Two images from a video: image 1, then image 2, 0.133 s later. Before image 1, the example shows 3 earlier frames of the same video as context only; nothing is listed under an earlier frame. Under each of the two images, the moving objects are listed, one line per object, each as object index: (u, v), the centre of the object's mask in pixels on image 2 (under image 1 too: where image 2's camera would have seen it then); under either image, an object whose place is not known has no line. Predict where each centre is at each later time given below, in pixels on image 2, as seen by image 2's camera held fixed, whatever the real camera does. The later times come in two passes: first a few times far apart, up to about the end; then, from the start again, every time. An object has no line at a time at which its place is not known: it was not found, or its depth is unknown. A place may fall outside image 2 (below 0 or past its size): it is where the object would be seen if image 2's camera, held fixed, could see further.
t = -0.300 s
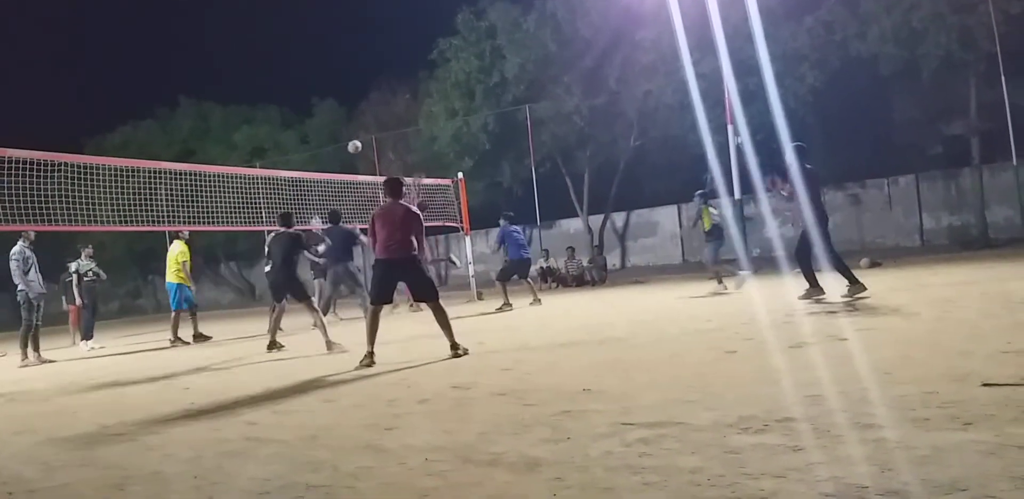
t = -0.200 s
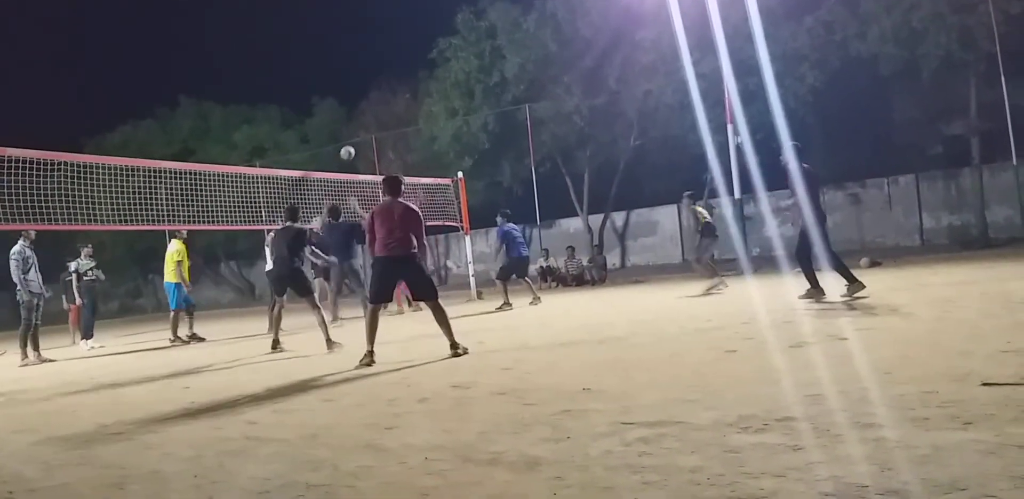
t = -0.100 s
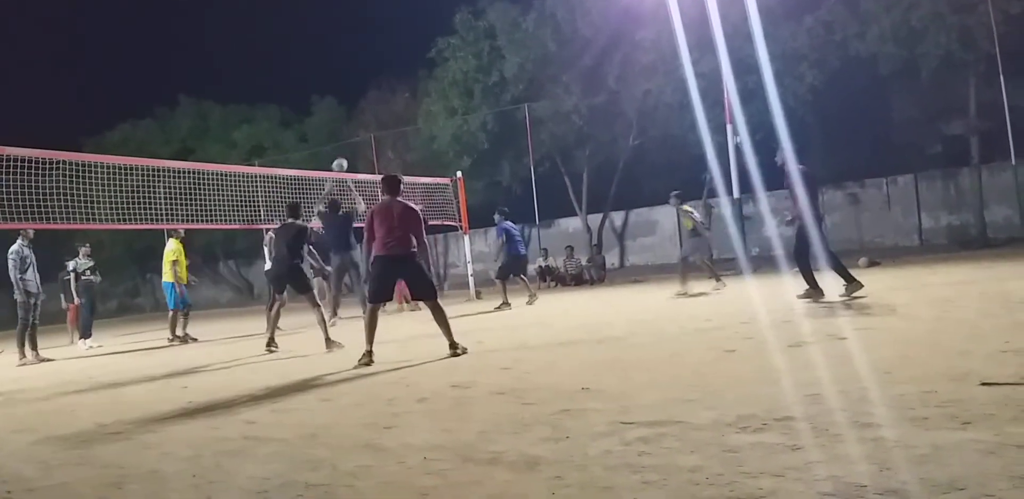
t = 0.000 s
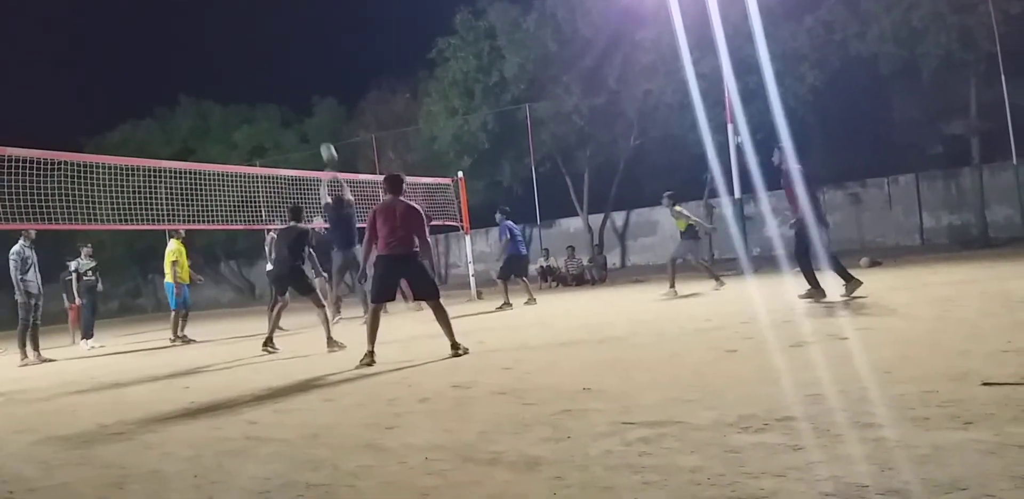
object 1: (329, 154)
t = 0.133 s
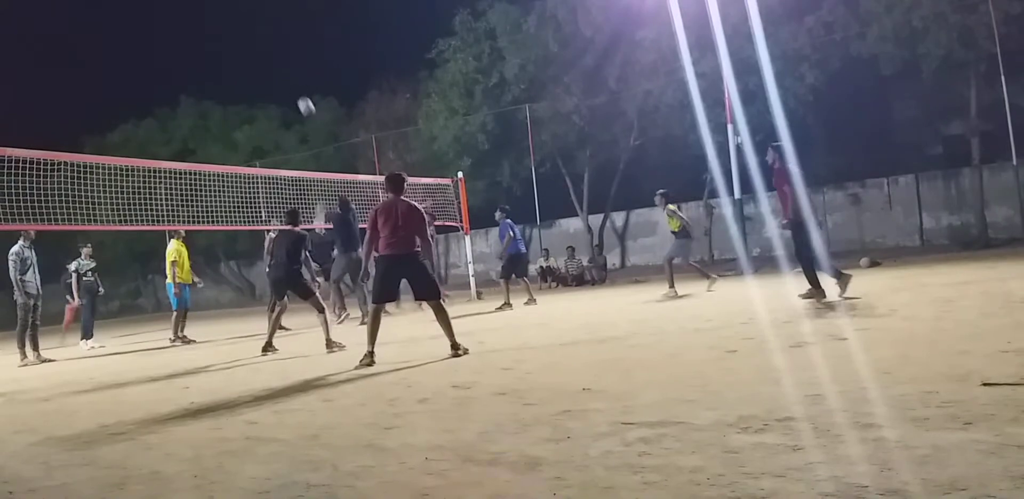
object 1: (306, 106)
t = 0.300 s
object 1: (281, 66)
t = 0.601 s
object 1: (242, 39)
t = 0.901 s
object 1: (211, 65)
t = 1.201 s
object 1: (185, 143)
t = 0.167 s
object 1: (301, 97)
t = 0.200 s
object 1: (296, 89)
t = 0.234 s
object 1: (291, 80)
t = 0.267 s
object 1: (286, 72)
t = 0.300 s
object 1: (281, 66)
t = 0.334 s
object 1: (276, 60)
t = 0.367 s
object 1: (271, 55)
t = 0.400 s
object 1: (267, 51)
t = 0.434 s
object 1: (263, 47)
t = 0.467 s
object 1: (259, 44)
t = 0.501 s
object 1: (255, 41)
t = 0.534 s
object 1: (250, 40)
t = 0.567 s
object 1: (246, 39)
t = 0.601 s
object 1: (242, 39)
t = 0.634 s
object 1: (238, 39)
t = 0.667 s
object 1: (234, 40)
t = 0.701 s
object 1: (231, 42)
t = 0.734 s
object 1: (227, 44)
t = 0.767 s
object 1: (224, 48)
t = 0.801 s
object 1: (221, 51)
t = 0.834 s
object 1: (217, 55)
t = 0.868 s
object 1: (214, 60)
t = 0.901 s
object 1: (211, 65)
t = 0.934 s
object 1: (208, 71)
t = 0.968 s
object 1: (205, 78)
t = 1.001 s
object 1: (202, 86)
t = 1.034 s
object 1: (199, 94)
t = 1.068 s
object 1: (196, 103)
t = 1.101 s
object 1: (193, 111)
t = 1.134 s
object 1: (190, 122)
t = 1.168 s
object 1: (188, 132)
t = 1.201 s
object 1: (185, 143)
